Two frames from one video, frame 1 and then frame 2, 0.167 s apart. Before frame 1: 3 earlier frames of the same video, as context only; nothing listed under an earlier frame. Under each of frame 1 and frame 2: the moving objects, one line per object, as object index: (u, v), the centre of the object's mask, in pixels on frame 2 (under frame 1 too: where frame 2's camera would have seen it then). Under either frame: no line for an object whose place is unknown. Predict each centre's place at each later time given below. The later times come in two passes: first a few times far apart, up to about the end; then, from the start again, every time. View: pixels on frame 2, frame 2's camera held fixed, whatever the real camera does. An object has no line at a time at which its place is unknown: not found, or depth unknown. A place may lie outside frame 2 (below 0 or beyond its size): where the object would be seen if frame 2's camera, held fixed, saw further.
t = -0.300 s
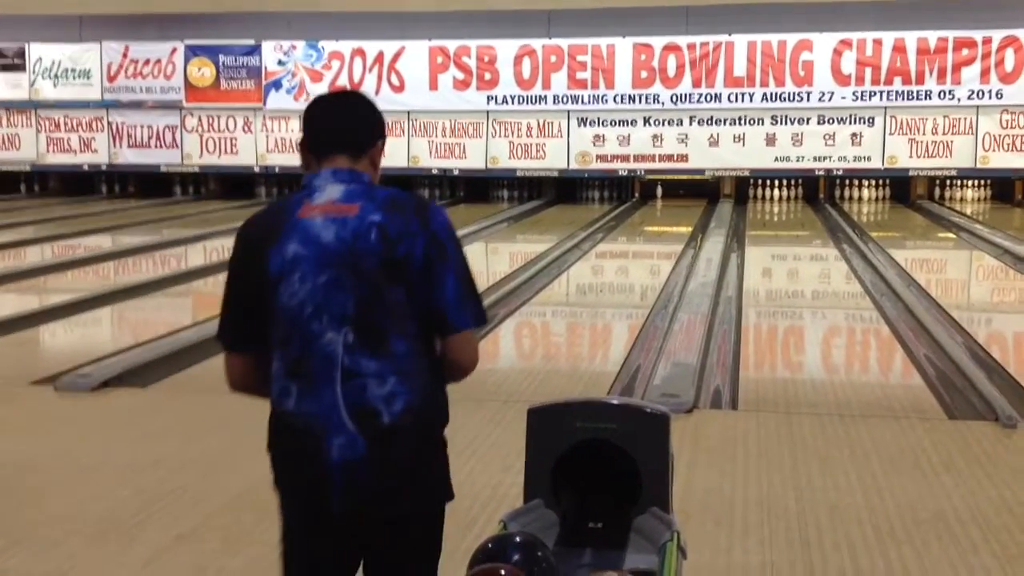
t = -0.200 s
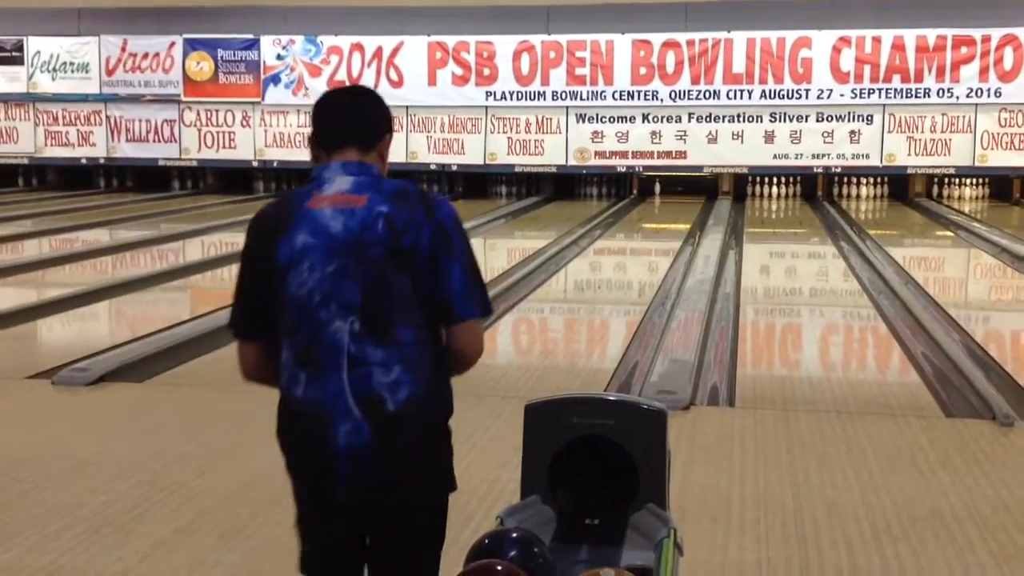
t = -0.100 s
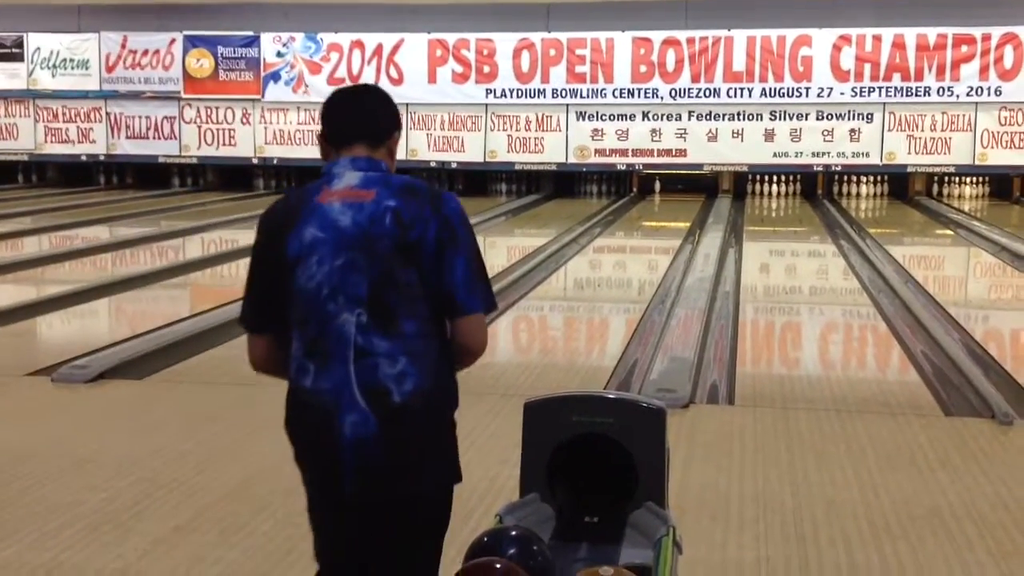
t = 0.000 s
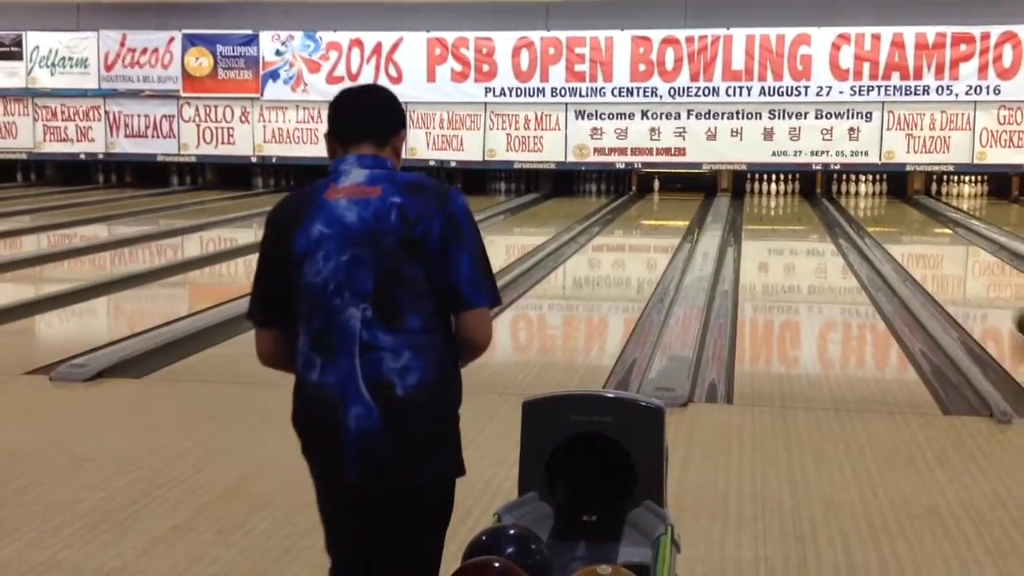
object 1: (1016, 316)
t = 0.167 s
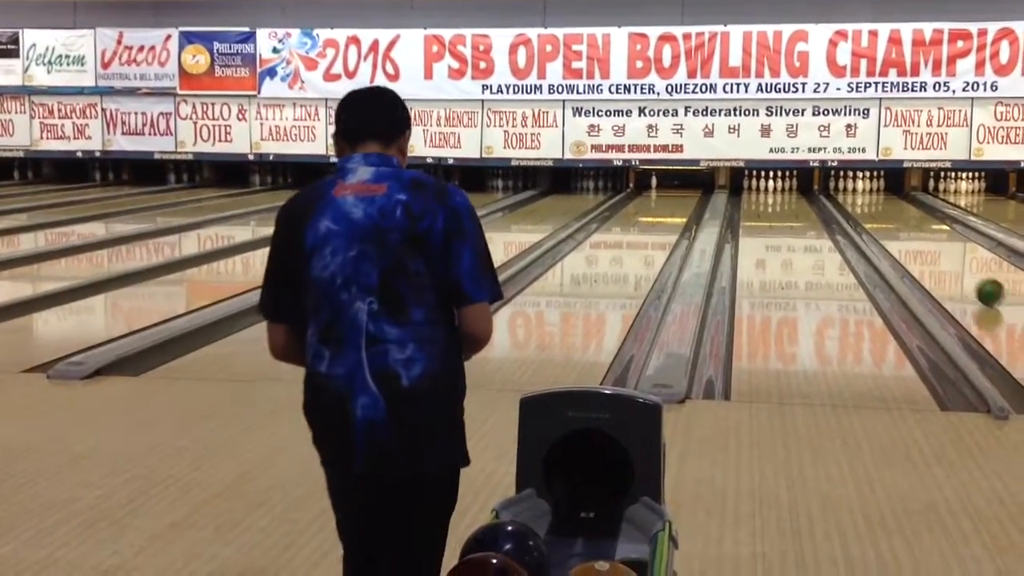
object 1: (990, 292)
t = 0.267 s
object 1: (971, 279)
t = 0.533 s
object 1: (933, 253)
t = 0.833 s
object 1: (904, 233)
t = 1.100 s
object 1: (885, 218)
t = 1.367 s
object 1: (871, 208)
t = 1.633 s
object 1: (861, 200)
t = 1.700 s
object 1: (859, 198)
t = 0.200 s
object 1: (984, 288)
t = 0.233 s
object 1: (977, 283)
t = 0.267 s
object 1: (971, 279)
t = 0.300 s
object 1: (966, 275)
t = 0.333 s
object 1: (960, 272)
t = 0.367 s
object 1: (955, 268)
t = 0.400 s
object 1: (950, 265)
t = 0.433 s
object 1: (946, 262)
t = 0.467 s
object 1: (941, 259)
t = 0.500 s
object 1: (937, 256)
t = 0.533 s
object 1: (933, 253)
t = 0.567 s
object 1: (929, 250)
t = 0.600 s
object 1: (926, 248)
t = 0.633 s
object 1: (922, 245)
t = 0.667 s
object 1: (919, 243)
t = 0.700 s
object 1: (916, 241)
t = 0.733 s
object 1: (912, 239)
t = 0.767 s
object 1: (909, 237)
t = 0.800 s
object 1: (906, 235)
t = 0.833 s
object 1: (904, 233)
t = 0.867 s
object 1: (901, 231)
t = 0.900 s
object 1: (898, 229)
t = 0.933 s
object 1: (895, 228)
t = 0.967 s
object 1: (893, 225)
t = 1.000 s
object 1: (891, 224)
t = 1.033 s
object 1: (889, 222)
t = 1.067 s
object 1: (887, 220)
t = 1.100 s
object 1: (885, 218)
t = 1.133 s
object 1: (883, 217)
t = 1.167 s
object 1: (880, 217)
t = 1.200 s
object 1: (880, 216)
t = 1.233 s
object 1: (878, 214)
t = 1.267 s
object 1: (876, 212)
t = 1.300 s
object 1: (874, 211)
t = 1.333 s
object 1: (873, 210)
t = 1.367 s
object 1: (871, 208)
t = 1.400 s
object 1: (869, 207)
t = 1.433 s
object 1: (868, 206)
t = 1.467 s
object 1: (867, 205)
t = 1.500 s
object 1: (865, 204)
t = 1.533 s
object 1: (863, 203)
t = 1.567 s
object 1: (862, 202)
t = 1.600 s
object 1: (862, 200)
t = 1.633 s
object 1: (861, 200)
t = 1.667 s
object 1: (859, 199)
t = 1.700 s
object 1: (859, 198)
